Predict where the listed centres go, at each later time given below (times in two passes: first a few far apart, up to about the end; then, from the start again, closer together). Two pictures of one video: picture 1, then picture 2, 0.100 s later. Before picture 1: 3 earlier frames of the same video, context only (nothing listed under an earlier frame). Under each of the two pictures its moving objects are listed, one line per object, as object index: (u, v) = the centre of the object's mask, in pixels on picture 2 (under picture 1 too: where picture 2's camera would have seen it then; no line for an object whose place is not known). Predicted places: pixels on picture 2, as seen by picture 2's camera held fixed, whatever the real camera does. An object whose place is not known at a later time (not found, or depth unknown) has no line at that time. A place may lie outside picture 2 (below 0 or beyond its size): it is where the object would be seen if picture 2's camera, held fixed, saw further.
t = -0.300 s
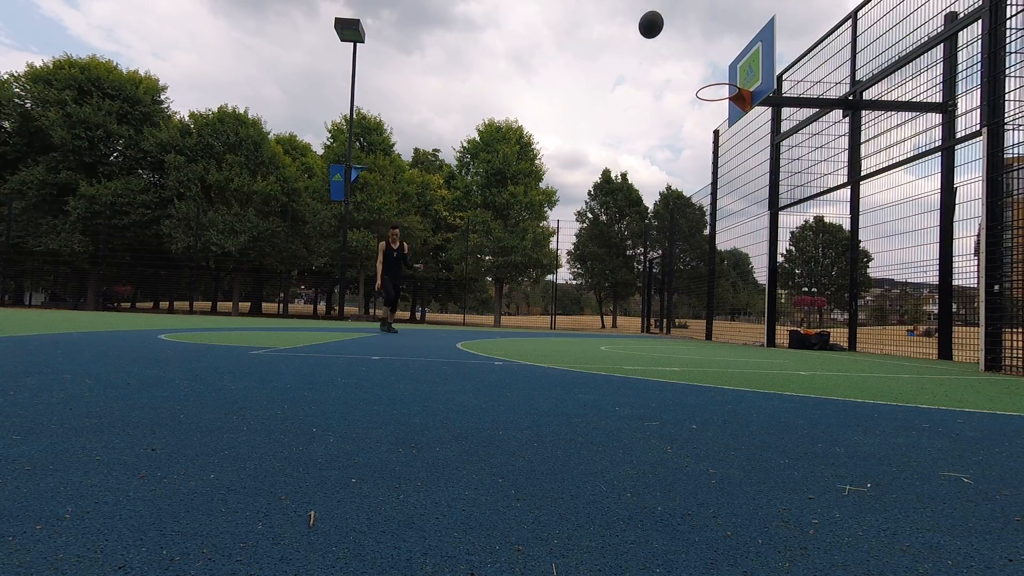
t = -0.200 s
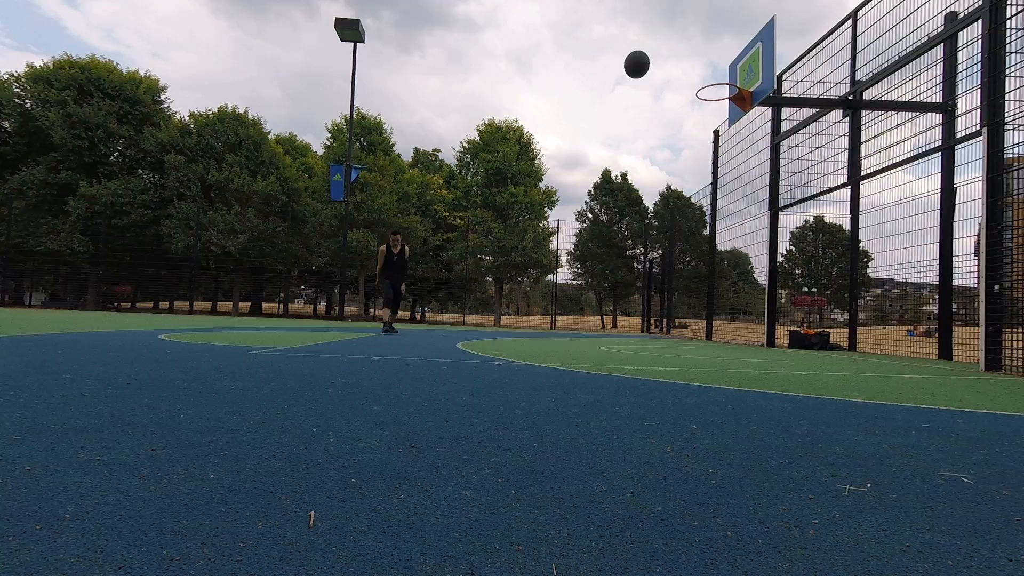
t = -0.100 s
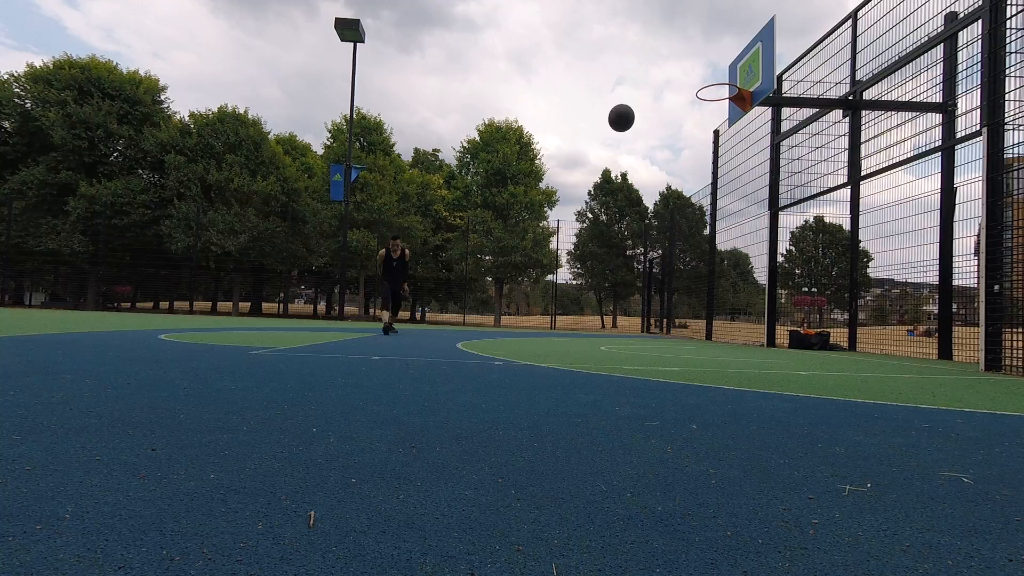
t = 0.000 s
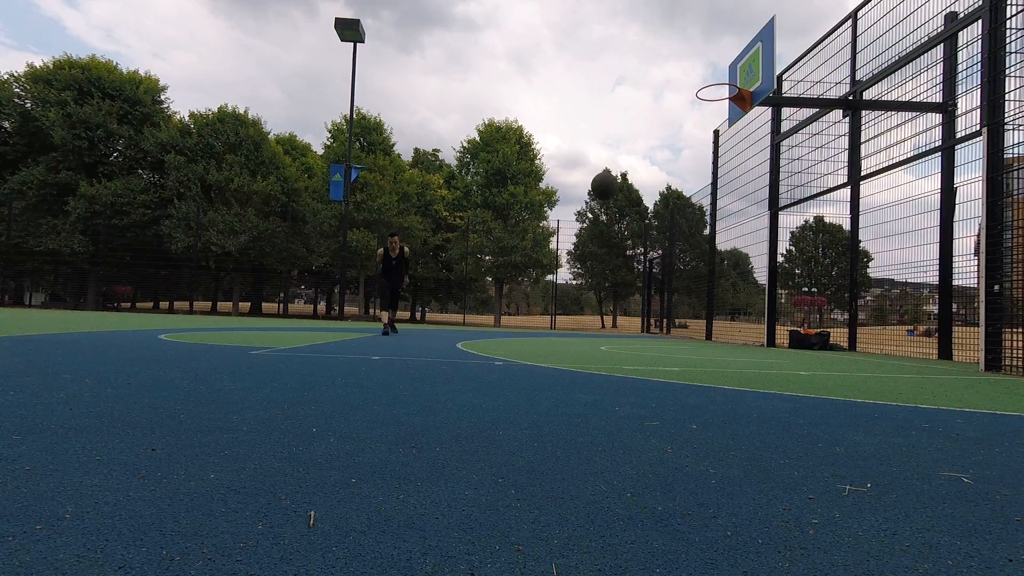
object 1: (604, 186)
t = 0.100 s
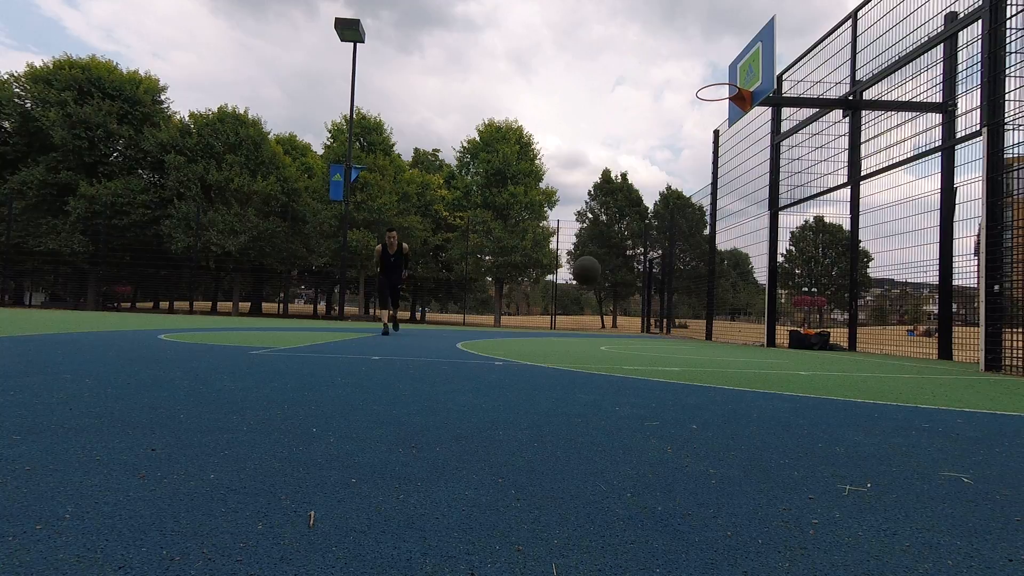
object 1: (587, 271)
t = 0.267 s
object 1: (571, 278)
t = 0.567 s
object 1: (567, 91)
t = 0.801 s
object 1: (559, 12)
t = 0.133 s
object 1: (579, 304)
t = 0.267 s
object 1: (571, 278)
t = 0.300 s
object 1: (571, 253)
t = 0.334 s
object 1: (570, 229)
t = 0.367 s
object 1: (570, 206)
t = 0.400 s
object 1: (570, 185)
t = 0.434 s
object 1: (569, 164)
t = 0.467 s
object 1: (569, 144)
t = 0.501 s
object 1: (568, 126)
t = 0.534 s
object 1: (567, 108)
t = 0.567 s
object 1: (567, 91)
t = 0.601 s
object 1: (566, 76)
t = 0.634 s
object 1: (565, 61)
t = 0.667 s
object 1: (564, 48)
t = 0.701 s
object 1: (563, 36)
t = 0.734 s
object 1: (562, 25)
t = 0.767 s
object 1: (561, 16)
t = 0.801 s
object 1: (559, 12)
